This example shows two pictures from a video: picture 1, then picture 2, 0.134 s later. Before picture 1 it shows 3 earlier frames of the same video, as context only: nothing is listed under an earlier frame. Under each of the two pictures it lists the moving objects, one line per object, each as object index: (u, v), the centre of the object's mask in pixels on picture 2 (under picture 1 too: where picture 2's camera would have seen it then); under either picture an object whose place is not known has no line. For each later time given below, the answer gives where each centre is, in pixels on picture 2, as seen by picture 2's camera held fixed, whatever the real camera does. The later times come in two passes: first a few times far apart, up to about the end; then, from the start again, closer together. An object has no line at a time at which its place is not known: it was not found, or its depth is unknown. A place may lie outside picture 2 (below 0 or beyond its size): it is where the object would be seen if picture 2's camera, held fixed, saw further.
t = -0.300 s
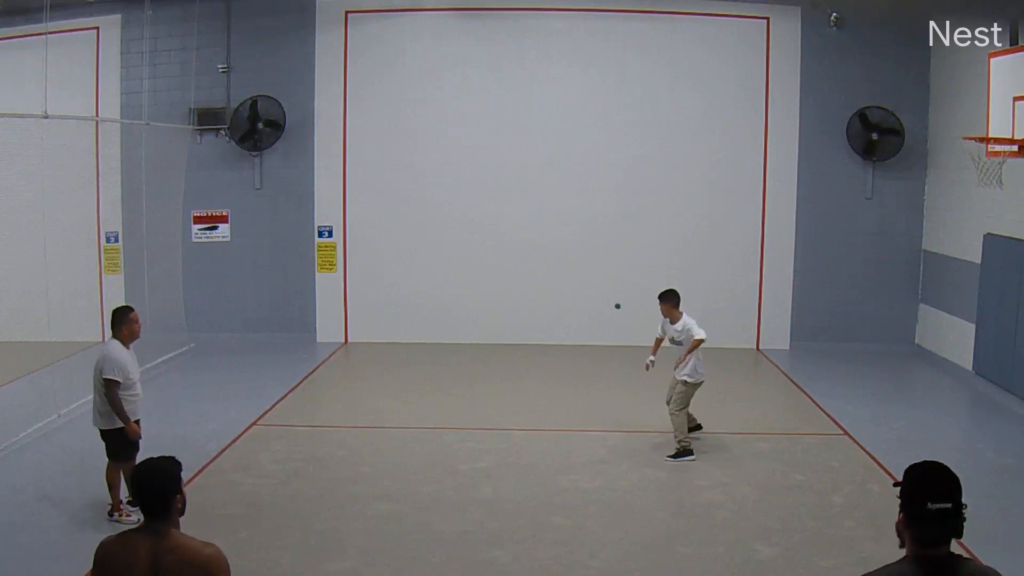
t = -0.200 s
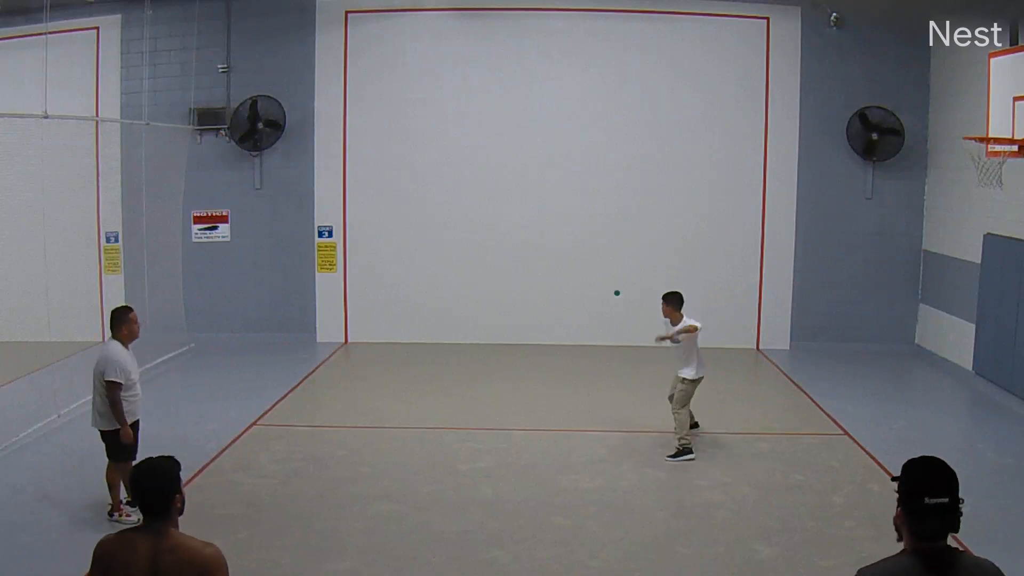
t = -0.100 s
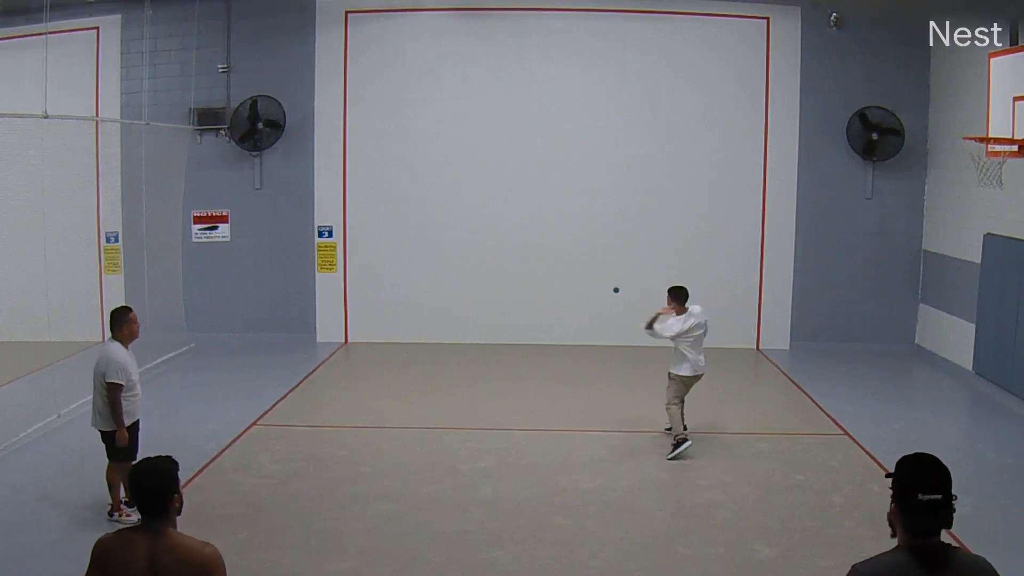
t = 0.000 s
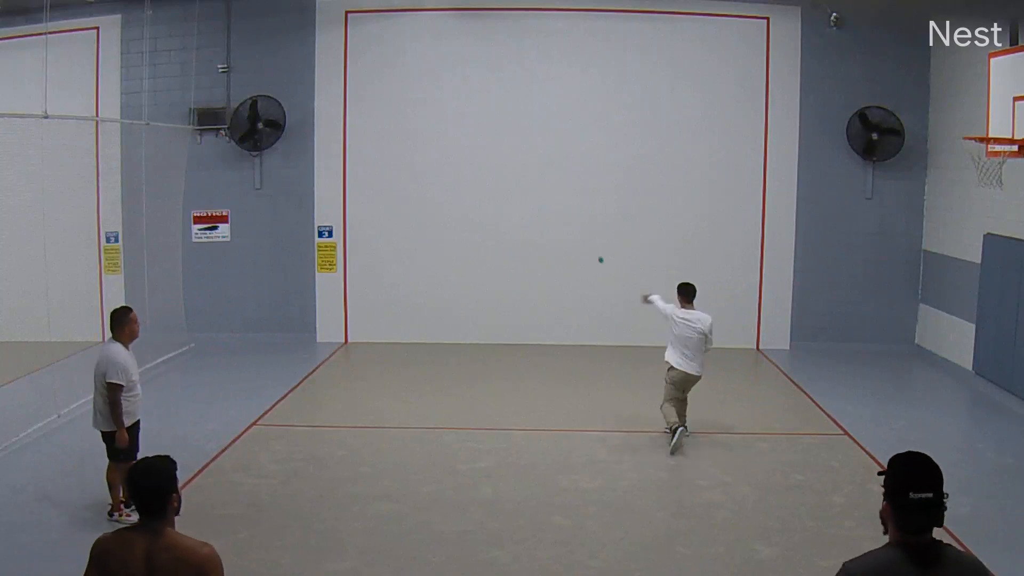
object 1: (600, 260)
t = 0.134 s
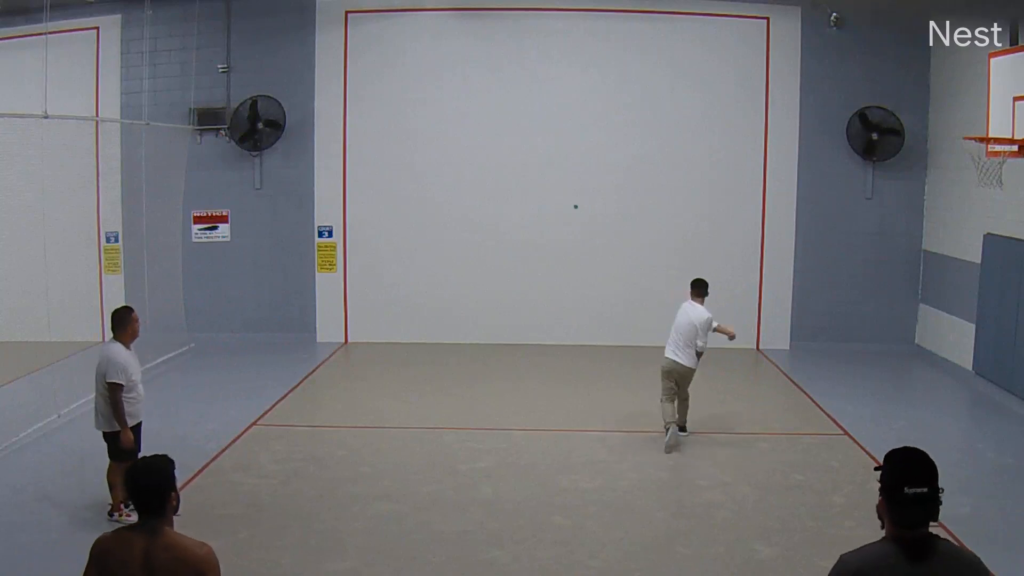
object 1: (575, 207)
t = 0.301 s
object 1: (563, 193)
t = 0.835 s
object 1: (499, 408)
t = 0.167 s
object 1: (570, 199)
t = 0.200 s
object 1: (568, 196)
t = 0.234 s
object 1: (565, 194)
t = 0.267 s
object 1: (564, 193)
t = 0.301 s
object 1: (563, 193)
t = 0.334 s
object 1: (561, 194)
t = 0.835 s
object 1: (499, 408)
